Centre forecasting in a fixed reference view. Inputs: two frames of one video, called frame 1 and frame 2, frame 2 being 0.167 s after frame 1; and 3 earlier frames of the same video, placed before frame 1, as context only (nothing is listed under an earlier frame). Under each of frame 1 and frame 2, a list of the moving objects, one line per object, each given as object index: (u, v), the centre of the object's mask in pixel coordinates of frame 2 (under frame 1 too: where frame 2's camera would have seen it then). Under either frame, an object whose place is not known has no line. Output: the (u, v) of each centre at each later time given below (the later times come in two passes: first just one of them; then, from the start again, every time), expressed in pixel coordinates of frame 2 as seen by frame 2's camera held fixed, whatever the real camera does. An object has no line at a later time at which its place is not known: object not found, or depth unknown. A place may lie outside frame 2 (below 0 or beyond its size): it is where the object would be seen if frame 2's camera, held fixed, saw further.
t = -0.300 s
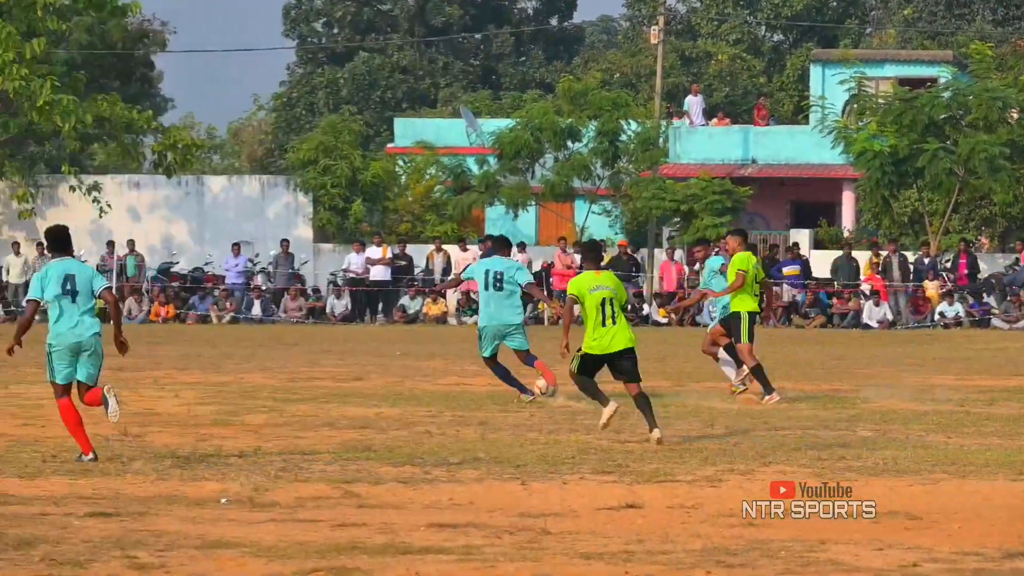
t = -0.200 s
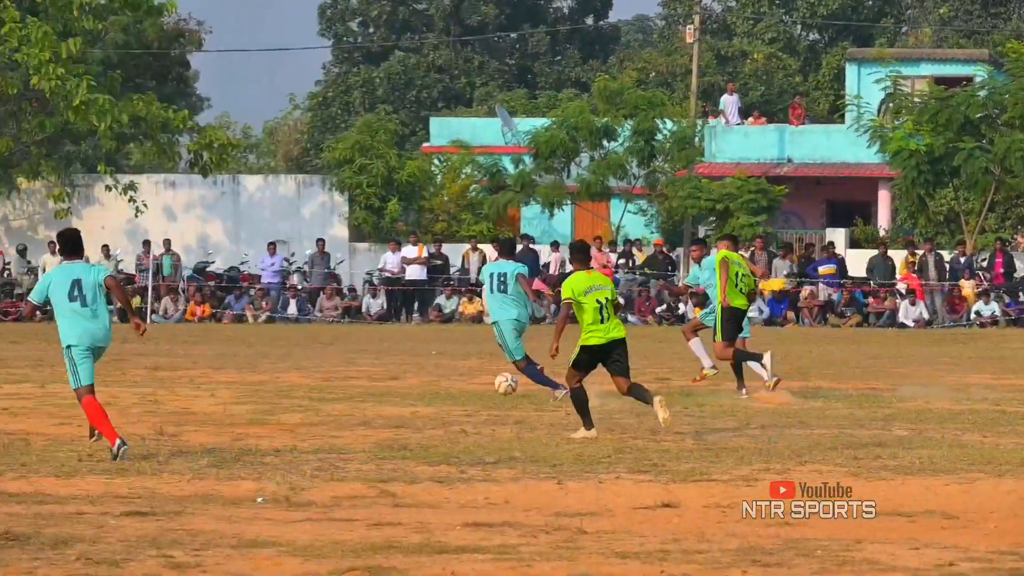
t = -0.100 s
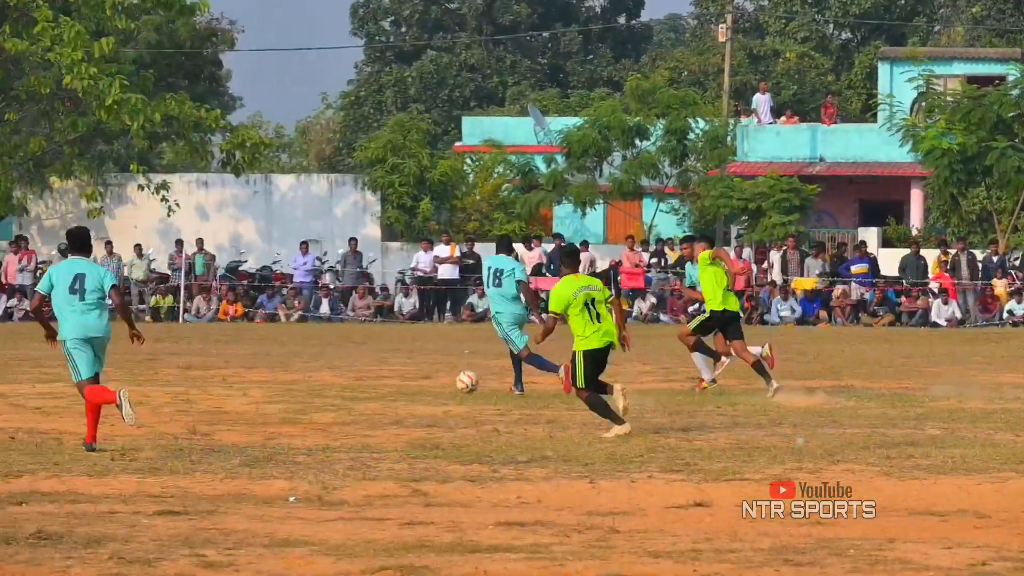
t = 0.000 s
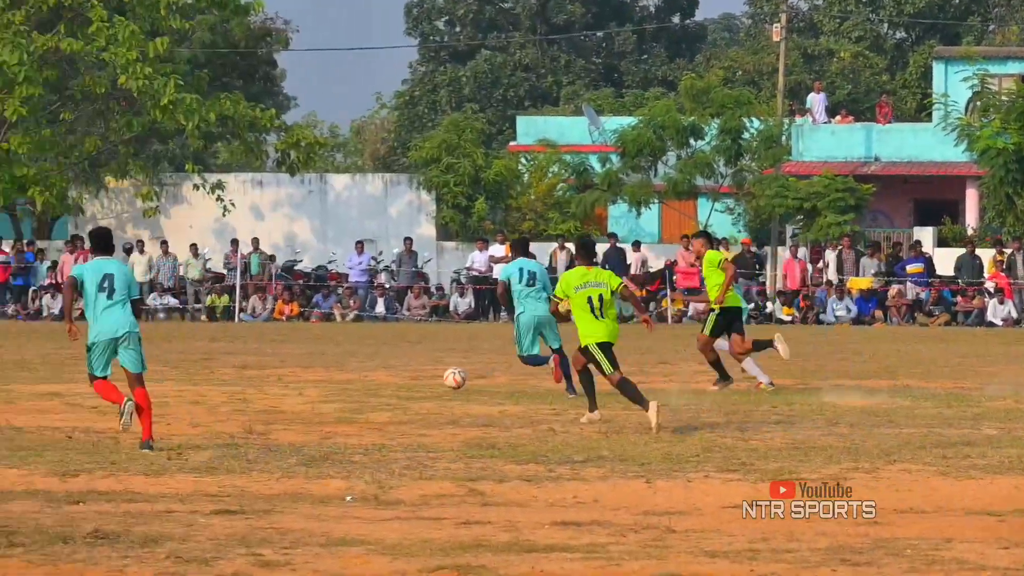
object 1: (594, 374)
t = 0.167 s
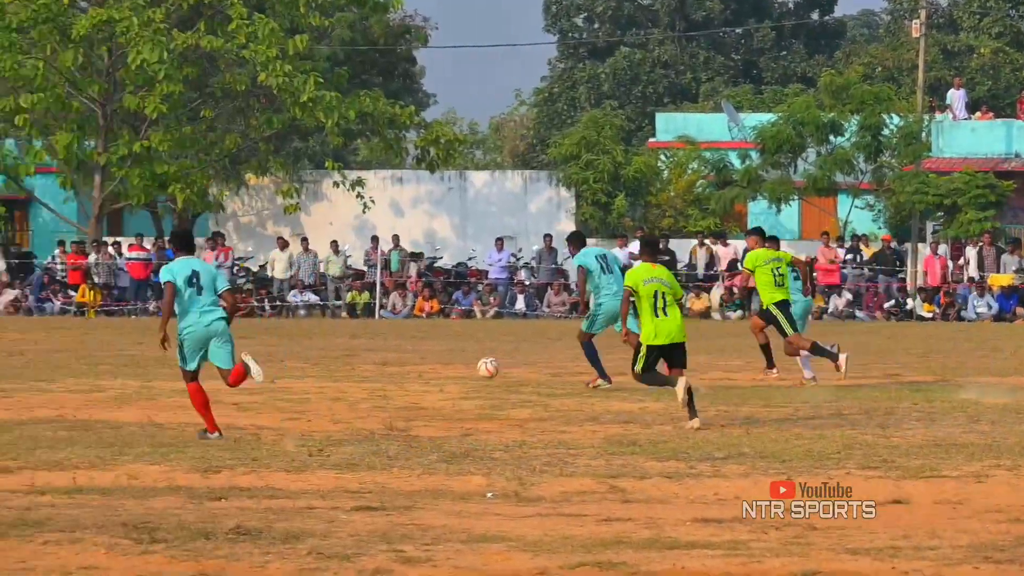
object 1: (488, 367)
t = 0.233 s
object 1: (446, 371)
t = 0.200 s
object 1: (467, 368)
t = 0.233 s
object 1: (446, 371)
